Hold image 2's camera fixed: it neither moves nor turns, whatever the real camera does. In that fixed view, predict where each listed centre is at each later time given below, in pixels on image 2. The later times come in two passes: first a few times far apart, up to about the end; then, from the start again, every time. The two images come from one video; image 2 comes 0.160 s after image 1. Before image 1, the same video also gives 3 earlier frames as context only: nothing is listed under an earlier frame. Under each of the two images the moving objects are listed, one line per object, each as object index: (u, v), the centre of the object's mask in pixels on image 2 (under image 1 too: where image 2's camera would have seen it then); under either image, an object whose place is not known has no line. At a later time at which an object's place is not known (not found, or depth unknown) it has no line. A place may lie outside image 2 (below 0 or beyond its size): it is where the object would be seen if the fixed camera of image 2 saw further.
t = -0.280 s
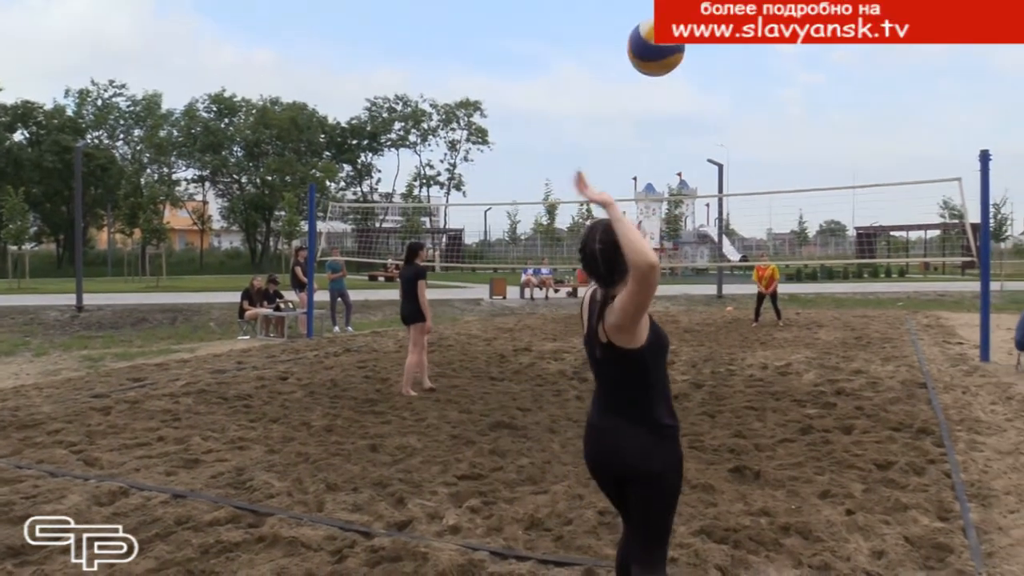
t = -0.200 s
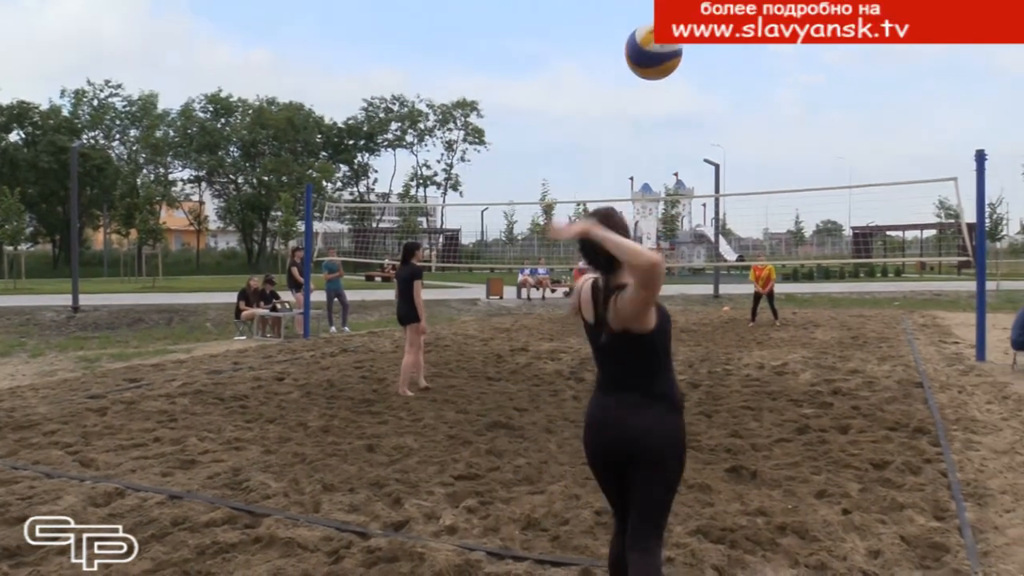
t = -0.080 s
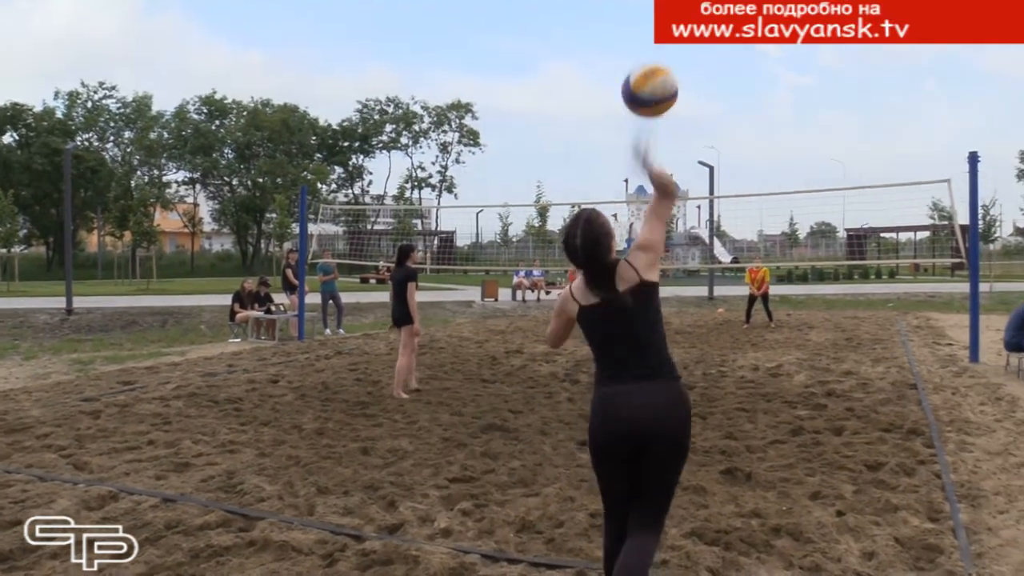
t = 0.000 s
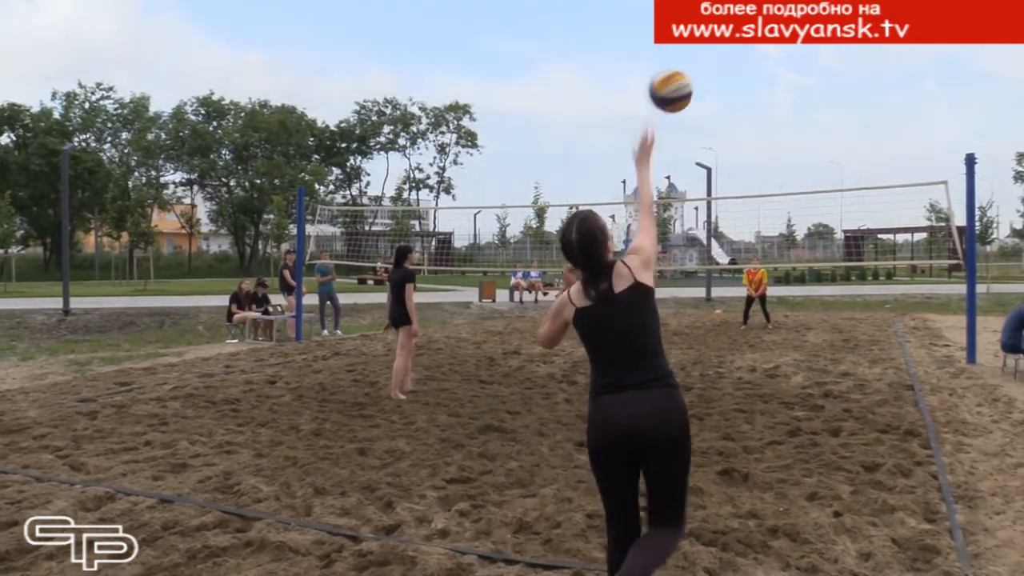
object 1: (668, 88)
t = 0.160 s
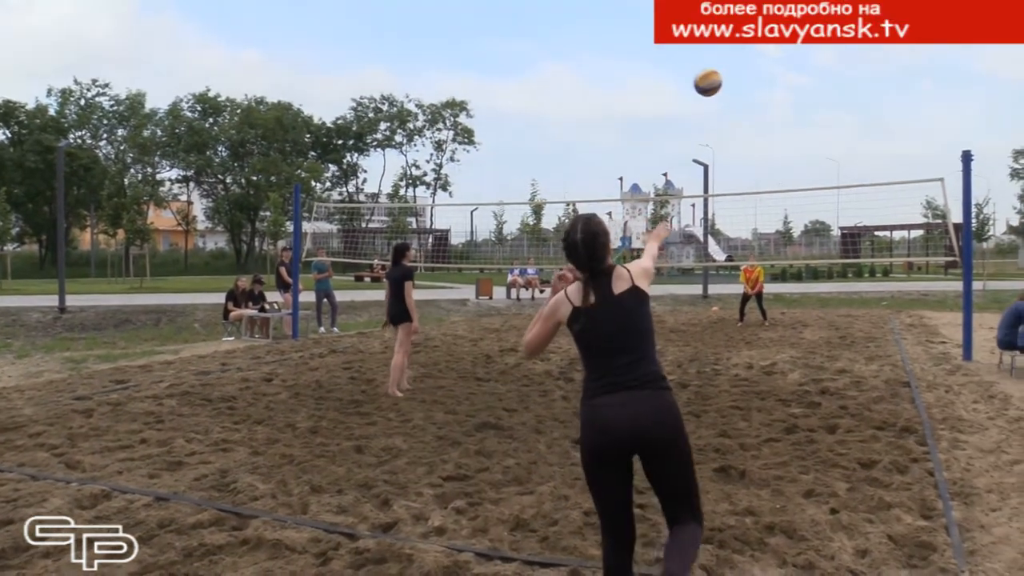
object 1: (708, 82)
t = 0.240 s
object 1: (723, 91)
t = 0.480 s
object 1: (763, 140)
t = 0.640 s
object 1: (783, 182)
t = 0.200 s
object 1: (716, 86)
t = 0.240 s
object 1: (723, 91)
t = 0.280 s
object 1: (730, 98)
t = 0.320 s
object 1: (737, 104)
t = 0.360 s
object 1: (744, 113)
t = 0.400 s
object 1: (750, 122)
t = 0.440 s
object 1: (757, 131)
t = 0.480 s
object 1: (763, 140)
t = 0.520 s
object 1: (769, 150)
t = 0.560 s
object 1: (773, 161)
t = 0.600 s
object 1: (778, 172)
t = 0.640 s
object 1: (783, 182)
